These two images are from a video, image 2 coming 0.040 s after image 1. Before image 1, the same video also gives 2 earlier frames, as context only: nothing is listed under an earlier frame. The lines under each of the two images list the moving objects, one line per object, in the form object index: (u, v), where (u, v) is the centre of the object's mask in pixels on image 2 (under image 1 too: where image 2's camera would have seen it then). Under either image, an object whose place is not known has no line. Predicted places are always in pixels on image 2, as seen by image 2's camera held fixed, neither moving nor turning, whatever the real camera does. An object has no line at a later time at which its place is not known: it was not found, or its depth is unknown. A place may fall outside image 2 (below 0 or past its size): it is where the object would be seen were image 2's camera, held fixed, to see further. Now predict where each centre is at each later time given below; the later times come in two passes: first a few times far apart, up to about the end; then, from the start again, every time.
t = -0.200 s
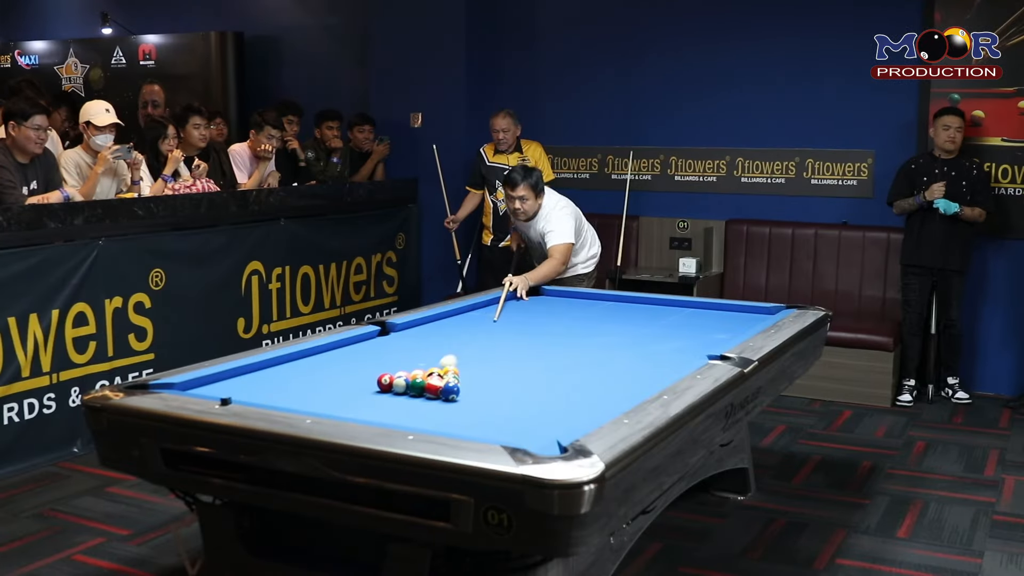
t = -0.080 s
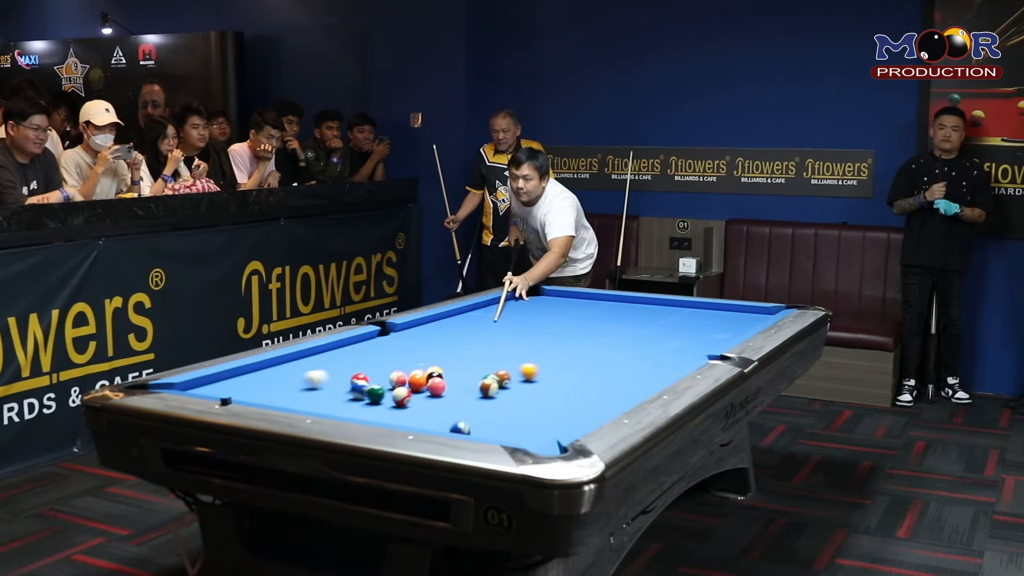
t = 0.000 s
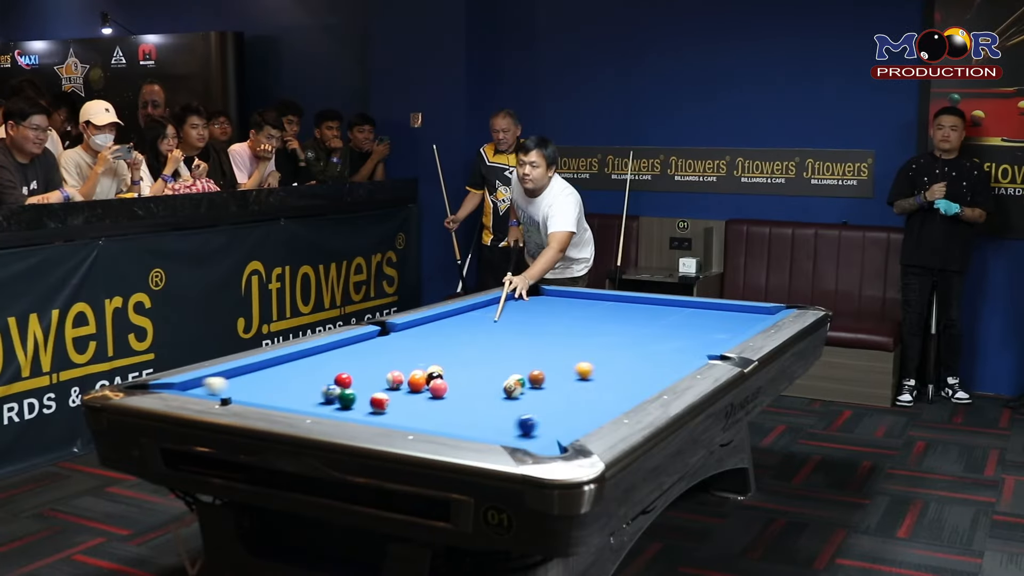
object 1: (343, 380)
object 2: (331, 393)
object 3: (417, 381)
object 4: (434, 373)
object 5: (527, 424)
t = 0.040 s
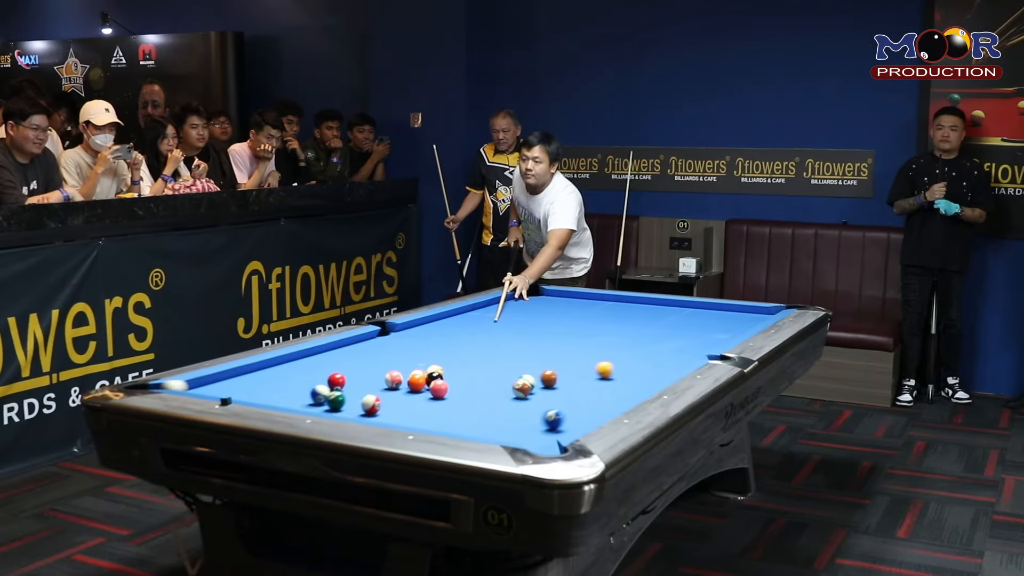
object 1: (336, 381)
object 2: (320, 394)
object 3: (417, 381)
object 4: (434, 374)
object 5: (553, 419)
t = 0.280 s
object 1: (292, 381)
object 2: (250, 398)
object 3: (416, 381)
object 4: (434, 377)
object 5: (610, 385)
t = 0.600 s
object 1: (232, 380)
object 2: (262, 389)
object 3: (416, 383)
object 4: (434, 379)
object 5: (625, 354)
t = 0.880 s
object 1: (211, 382)
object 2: (269, 380)
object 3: (416, 383)
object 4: (434, 380)
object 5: (616, 335)
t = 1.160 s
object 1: (219, 386)
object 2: (277, 372)
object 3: (419, 381)
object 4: (436, 380)
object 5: (608, 317)
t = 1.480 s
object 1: (228, 390)
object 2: (285, 364)
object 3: (423, 383)
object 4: (442, 380)
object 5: (601, 301)
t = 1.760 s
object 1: (236, 393)
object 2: (291, 358)
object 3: (426, 383)
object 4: (447, 379)
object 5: (562, 297)
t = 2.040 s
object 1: (244, 395)
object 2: (307, 355)
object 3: (426, 383)
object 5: (510, 299)
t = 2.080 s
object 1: (244, 396)
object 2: (309, 354)
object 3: (426, 383)
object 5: (513, 298)
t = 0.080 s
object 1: (330, 382)
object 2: (308, 396)
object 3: (417, 381)
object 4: (434, 375)
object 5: (578, 414)
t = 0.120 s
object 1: (320, 382)
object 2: (293, 397)
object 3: (417, 381)
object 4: (434, 375)
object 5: (604, 405)
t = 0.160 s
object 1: (314, 382)
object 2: (282, 397)
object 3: (417, 381)
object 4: (434, 375)
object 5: (605, 401)
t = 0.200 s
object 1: (304, 382)
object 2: (267, 398)
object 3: (416, 381)
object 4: (434, 375)
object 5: (605, 394)
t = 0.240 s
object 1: (298, 382)
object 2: (256, 398)
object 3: (416, 381)
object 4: (434, 376)
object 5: (605, 389)
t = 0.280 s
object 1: (292, 381)
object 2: (250, 398)
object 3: (416, 381)
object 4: (434, 377)
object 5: (610, 385)
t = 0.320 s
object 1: (283, 381)
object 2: (253, 396)
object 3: (416, 381)
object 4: (434, 376)
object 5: (629, 380)
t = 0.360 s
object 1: (277, 381)
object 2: (255, 396)
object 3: (416, 383)
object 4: (435, 376)
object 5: (640, 378)
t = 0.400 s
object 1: (268, 381)
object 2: (256, 395)
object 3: (416, 383)
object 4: (434, 377)
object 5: (637, 372)
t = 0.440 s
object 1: (262, 380)
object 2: (257, 394)
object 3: (416, 383)
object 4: (434, 377)
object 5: (634, 369)
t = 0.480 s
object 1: (255, 379)
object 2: (259, 393)
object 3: (416, 383)
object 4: (434, 379)
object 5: (631, 366)
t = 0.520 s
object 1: (246, 380)
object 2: (260, 392)
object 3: (416, 383)
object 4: (434, 379)
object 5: (629, 362)
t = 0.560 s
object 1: (241, 380)
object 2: (261, 391)
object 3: (416, 383)
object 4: (434, 379)
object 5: (627, 359)
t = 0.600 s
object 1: (232, 380)
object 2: (262, 389)
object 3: (416, 383)
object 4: (434, 379)
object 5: (625, 354)
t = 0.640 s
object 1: (226, 380)
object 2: (263, 388)
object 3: (416, 383)
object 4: (434, 379)
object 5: (624, 352)
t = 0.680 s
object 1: (221, 380)
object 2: (264, 387)
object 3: (416, 383)
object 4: (434, 379)
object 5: (623, 349)
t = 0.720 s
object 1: (212, 380)
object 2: (266, 385)
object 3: (416, 383)
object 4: (434, 380)
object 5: (621, 345)
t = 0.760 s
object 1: (207, 380)
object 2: (267, 384)
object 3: (416, 383)
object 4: (434, 380)
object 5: (620, 343)
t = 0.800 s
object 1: (209, 381)
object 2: (268, 383)
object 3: (416, 383)
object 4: (434, 380)
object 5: (618, 339)
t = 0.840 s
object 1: (210, 382)
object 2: (269, 382)
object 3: (416, 383)
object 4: (434, 380)
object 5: (617, 337)
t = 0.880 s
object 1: (211, 382)
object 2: (269, 380)
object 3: (416, 383)
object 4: (434, 380)
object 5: (616, 335)
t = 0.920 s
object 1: (212, 383)
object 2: (271, 379)
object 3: (416, 383)
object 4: (434, 380)
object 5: (615, 331)
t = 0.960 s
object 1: (213, 384)
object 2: (272, 378)
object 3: (416, 383)
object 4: (434, 380)
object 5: (614, 329)
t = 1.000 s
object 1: (215, 384)
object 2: (273, 377)
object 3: (416, 383)
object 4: (434, 380)
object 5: (612, 326)
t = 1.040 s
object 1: (215, 385)
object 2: (274, 376)
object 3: (416, 383)
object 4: (434, 380)
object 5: (611, 324)
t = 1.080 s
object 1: (216, 385)
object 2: (275, 374)
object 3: (416, 383)
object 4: (434, 380)
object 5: (610, 322)
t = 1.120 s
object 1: (218, 386)
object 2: (276, 373)
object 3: (418, 381)
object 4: (435, 380)
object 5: (609, 319)
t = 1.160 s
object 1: (219, 386)
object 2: (277, 372)
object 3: (419, 381)
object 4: (436, 380)
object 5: (608, 317)
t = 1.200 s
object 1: (220, 387)
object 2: (278, 371)
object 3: (419, 381)
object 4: (437, 380)
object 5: (607, 315)
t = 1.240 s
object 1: (221, 387)
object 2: (279, 370)
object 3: (420, 381)
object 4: (437, 380)
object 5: (606, 313)
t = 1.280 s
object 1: (222, 388)
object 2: (280, 369)
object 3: (420, 381)
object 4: (438, 380)
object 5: (606, 311)
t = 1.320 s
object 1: (223, 388)
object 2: (281, 368)
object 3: (420, 381)
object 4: (439, 380)
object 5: (604, 308)
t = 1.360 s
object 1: (225, 389)
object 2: (282, 367)
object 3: (422, 383)
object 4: (440, 380)
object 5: (604, 307)
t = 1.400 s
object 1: (226, 389)
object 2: (284, 366)
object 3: (423, 383)
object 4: (441, 380)
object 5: (603, 304)
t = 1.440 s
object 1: (227, 390)
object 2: (284, 365)
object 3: (423, 383)
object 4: (442, 380)
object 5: (602, 303)
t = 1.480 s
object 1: (228, 390)
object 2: (285, 364)
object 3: (423, 383)
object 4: (442, 380)
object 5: (601, 301)
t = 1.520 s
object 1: (230, 390)
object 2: (286, 363)
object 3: (424, 383)
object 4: (443, 379)
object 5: (600, 299)
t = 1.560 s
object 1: (231, 391)
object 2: (287, 363)
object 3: (424, 383)
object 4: (444, 379)
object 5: (600, 298)
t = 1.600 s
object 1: (232, 391)
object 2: (288, 361)
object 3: (425, 383)
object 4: (444, 379)
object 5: (597, 296)
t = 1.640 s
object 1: (233, 392)
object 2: (288, 360)
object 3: (425, 383)
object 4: (445, 379)
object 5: (589, 296)
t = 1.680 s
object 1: (234, 392)
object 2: (289, 359)
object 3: (425, 383)
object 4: (446, 379)
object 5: (581, 297)
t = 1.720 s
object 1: (235, 392)
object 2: (290, 359)
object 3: (426, 383)
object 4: (446, 379)
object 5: (570, 297)
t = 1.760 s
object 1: (236, 393)
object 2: (291, 358)
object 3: (426, 383)
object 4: (447, 379)
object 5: (562, 297)
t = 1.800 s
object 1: (238, 393)
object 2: (292, 357)
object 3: (426, 383)
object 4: (447, 379)
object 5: (551, 297)
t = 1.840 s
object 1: (238, 394)
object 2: (295, 357)
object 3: (426, 383)
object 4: (448, 379)
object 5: (544, 297)
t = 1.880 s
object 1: (239, 394)
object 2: (297, 357)
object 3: (426, 383)
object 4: (448, 379)
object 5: (536, 297)
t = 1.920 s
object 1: (241, 394)
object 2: (299, 356)
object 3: (426, 383)
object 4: (449, 379)
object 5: (526, 297)
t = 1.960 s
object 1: (241, 395)
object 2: (301, 356)
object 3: (426, 383)
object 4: (449, 379)
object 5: (519, 297)
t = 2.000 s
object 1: (243, 395)
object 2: (304, 355)
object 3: (426, 383)
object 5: (511, 297)
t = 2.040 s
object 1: (244, 395)
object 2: (307, 355)
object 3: (426, 383)
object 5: (510, 299)
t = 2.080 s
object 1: (244, 396)
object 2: (309, 354)
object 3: (426, 383)
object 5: (513, 298)
